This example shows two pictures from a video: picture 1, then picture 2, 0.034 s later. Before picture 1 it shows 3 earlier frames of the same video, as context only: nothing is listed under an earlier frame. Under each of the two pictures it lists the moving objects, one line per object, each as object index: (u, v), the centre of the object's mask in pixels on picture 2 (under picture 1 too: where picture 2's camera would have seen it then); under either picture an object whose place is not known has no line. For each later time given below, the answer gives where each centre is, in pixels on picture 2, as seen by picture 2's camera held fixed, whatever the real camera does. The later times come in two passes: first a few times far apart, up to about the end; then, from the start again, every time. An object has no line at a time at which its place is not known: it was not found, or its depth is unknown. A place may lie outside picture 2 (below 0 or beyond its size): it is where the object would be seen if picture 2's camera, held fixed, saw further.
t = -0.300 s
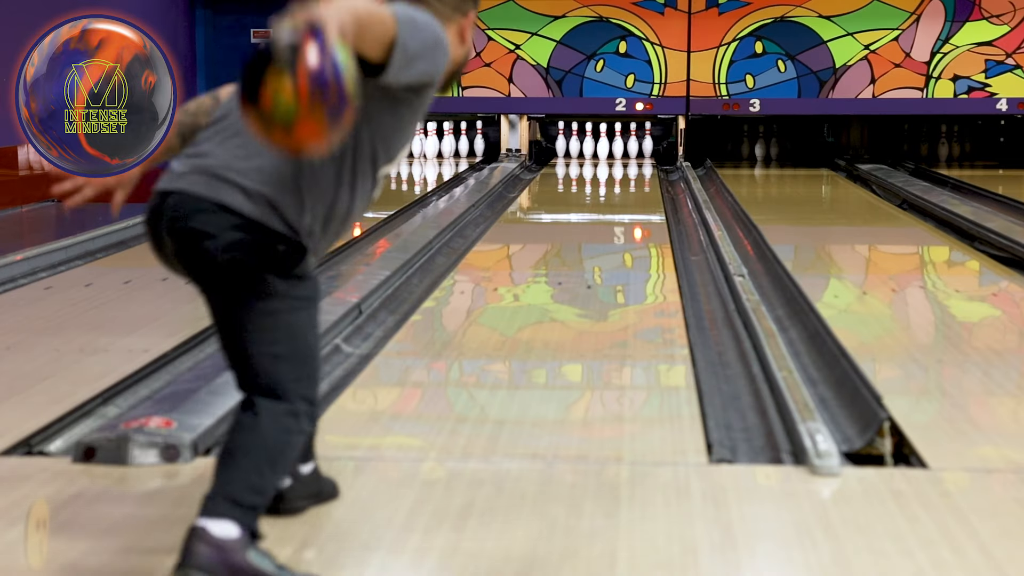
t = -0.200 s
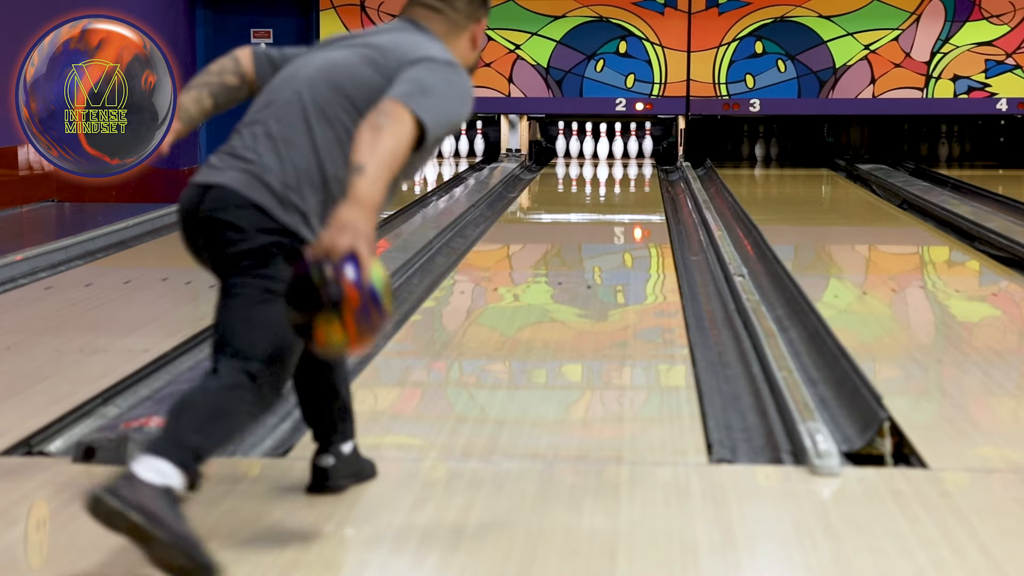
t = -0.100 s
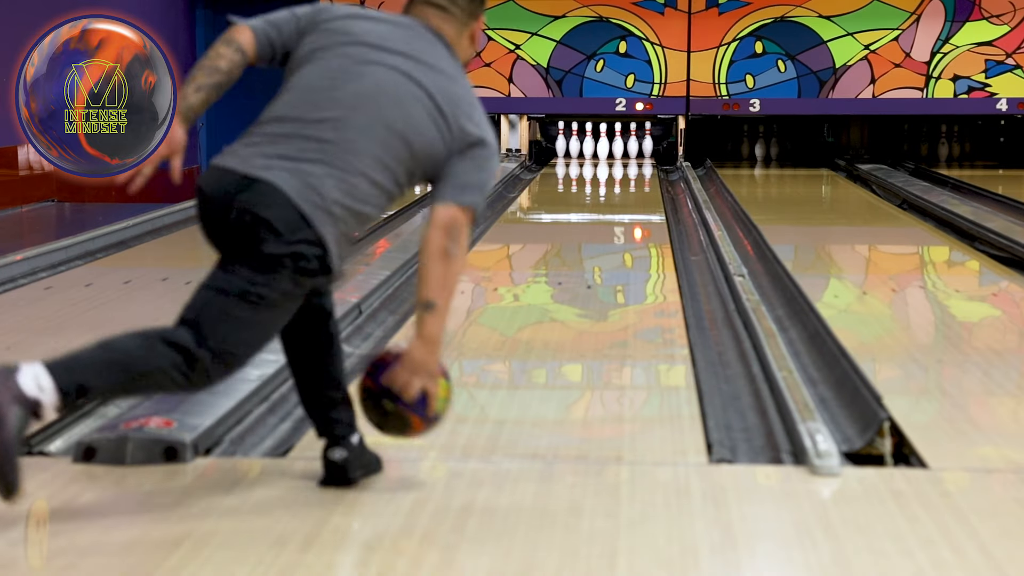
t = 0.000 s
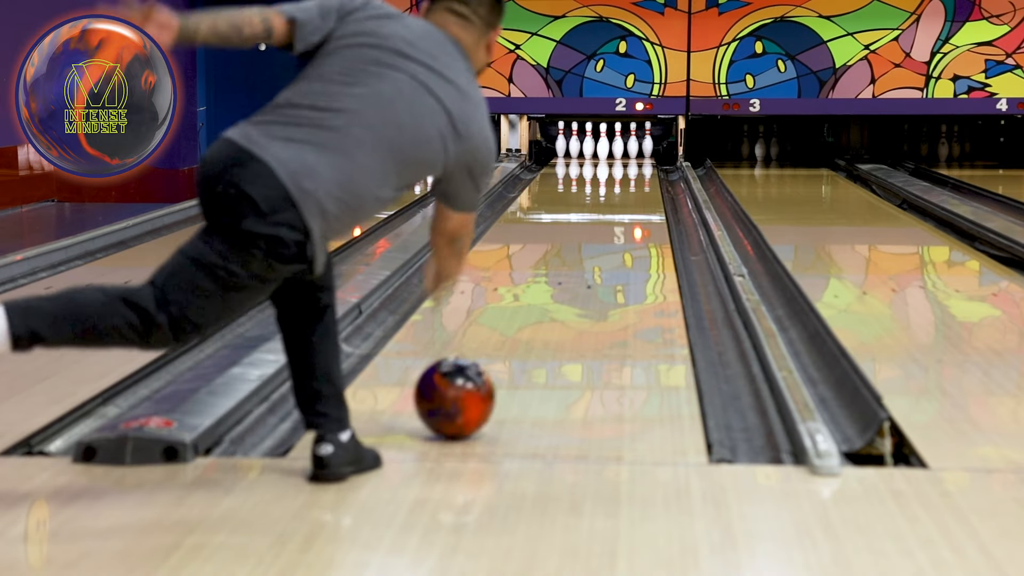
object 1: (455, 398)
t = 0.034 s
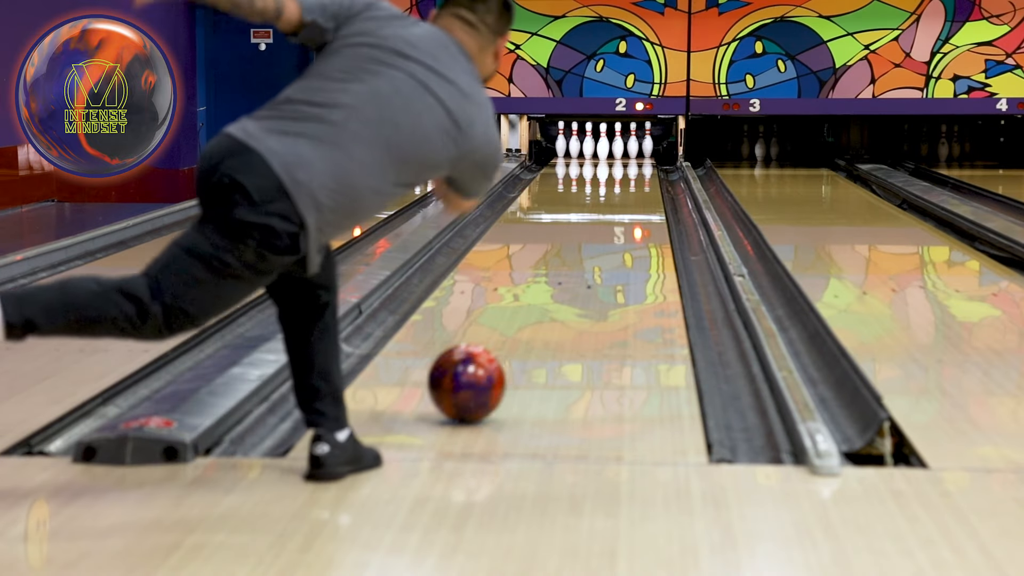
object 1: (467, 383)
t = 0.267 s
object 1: (529, 313)
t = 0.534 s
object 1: (572, 263)
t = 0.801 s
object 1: (599, 230)
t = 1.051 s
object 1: (616, 207)
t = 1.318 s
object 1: (629, 190)
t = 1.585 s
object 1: (637, 175)
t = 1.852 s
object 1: (638, 164)
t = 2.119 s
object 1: (629, 156)
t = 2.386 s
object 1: (617, 150)
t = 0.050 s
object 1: (472, 378)
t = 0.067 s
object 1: (478, 371)
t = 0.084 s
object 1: (483, 365)
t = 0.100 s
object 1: (487, 361)
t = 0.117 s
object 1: (493, 355)
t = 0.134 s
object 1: (497, 350)
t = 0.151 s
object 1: (502, 344)
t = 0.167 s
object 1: (506, 339)
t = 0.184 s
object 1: (510, 335)
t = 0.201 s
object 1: (514, 330)
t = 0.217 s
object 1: (518, 326)
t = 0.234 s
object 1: (522, 322)
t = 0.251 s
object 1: (525, 318)
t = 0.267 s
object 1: (529, 313)
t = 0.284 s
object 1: (532, 310)
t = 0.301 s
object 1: (536, 306)
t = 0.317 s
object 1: (539, 302)
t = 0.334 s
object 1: (542, 298)
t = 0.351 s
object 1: (545, 295)
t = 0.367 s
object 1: (547, 291)
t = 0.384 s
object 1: (549, 289)
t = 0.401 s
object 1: (549, 293)
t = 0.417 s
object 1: (572, 280)
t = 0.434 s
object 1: (564, 275)
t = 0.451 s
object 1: (561, 276)
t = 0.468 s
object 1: (563, 273)
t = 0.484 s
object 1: (565, 270)
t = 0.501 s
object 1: (567, 268)
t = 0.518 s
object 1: (569, 266)
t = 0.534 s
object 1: (572, 263)
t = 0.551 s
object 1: (573, 261)
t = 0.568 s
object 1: (575, 258)
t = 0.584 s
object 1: (578, 255)
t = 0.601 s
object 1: (579, 253)
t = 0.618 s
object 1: (581, 251)
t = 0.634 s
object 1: (583, 249)
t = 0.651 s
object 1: (585, 247)
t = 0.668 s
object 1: (587, 245)
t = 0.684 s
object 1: (588, 243)
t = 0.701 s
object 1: (590, 241)
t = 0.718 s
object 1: (592, 239)
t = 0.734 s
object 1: (593, 237)
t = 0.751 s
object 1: (594, 235)
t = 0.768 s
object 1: (596, 233)
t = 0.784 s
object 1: (597, 231)
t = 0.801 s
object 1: (599, 230)
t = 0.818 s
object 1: (600, 228)
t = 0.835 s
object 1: (601, 226)
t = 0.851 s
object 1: (602, 225)
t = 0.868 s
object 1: (604, 223)
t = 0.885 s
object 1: (605, 221)
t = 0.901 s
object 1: (606, 220)
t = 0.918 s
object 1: (607, 219)
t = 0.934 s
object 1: (609, 217)
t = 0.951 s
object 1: (610, 216)
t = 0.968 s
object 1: (611, 214)
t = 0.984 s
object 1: (612, 213)
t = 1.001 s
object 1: (613, 211)
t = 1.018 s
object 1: (614, 210)
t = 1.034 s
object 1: (615, 209)
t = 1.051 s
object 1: (616, 207)
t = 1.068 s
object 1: (617, 206)
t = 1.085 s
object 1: (618, 205)
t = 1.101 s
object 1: (618, 203)
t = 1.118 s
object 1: (620, 202)
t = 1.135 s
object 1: (620, 201)
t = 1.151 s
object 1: (621, 200)
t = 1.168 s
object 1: (622, 199)
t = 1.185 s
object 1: (623, 198)
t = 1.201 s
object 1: (624, 196)
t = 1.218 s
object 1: (625, 195)
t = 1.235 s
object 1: (625, 194)
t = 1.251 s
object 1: (626, 194)
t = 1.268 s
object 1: (626, 192)
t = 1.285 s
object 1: (628, 191)
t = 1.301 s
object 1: (628, 190)
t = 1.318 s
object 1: (629, 190)
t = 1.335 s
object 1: (629, 189)
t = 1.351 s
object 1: (630, 187)
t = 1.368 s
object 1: (631, 187)
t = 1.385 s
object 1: (631, 186)
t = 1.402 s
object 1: (632, 185)
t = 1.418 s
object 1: (632, 184)
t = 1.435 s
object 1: (633, 183)
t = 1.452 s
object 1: (634, 182)
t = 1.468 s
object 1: (634, 181)
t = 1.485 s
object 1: (634, 180)
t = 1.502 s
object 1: (635, 180)
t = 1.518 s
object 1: (636, 179)
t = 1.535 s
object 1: (636, 178)
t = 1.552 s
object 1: (636, 177)
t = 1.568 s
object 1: (637, 176)
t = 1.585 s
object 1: (637, 175)
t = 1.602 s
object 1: (637, 175)
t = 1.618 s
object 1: (638, 174)
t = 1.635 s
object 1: (638, 174)
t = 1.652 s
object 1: (639, 173)
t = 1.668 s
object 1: (639, 172)
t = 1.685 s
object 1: (639, 171)
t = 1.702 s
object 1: (639, 170)
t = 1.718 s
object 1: (639, 170)
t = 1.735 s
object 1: (641, 170)
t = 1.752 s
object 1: (642, 170)
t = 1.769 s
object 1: (639, 168)
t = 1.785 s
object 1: (639, 167)
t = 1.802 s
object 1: (639, 167)
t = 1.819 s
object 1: (639, 166)
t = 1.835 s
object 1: (639, 165)
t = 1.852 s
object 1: (638, 164)
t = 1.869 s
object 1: (638, 164)
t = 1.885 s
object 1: (638, 163)
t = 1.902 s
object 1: (637, 162)
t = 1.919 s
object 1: (637, 162)
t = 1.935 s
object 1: (636, 161)
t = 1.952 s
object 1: (636, 161)
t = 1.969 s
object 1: (636, 160)
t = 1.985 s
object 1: (635, 160)
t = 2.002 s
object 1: (635, 159)
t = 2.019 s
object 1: (634, 159)
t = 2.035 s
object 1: (633, 159)
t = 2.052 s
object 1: (632, 158)
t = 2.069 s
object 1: (631, 158)
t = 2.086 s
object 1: (631, 157)
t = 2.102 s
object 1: (630, 157)
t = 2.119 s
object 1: (629, 156)
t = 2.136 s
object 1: (628, 156)
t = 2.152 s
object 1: (627, 155)
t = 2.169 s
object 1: (626, 155)
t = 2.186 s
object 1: (625, 154)
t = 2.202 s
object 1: (624, 154)
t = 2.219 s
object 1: (623, 154)
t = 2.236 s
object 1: (622, 154)
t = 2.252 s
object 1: (621, 152)
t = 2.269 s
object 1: (620, 152)
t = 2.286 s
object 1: (619, 152)
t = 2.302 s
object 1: (619, 151)
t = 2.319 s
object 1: (618, 151)
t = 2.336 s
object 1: (616, 151)
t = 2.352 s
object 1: (616, 151)
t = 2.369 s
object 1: (616, 150)
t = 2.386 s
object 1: (617, 150)
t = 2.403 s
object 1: (618, 149)
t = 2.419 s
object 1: (618, 149)
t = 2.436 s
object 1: (618, 148)
